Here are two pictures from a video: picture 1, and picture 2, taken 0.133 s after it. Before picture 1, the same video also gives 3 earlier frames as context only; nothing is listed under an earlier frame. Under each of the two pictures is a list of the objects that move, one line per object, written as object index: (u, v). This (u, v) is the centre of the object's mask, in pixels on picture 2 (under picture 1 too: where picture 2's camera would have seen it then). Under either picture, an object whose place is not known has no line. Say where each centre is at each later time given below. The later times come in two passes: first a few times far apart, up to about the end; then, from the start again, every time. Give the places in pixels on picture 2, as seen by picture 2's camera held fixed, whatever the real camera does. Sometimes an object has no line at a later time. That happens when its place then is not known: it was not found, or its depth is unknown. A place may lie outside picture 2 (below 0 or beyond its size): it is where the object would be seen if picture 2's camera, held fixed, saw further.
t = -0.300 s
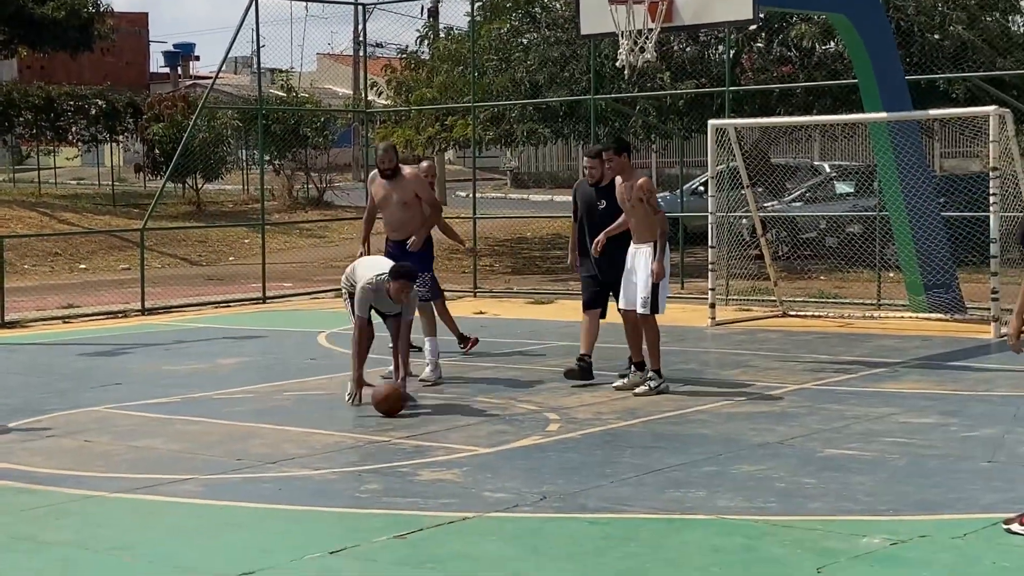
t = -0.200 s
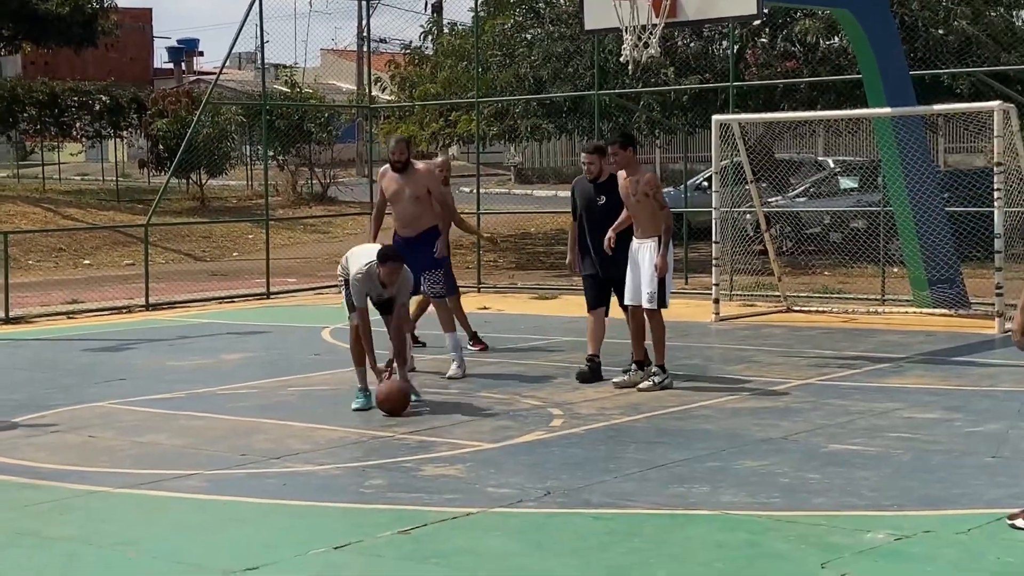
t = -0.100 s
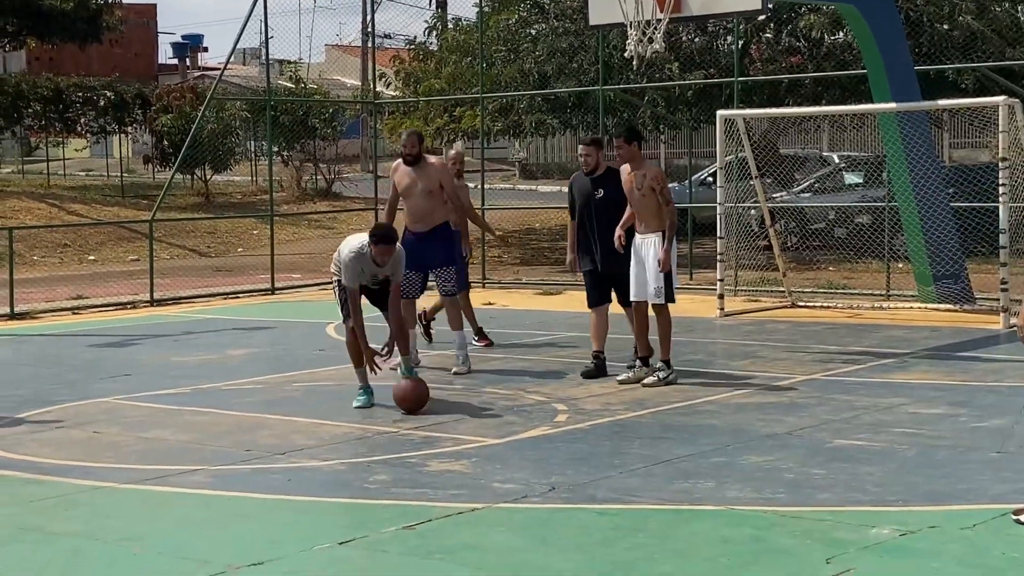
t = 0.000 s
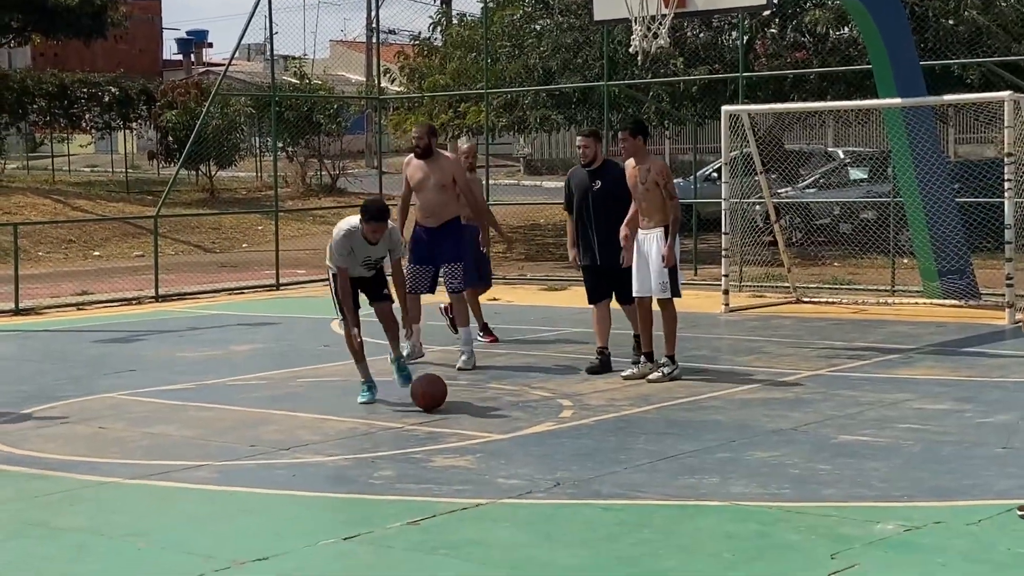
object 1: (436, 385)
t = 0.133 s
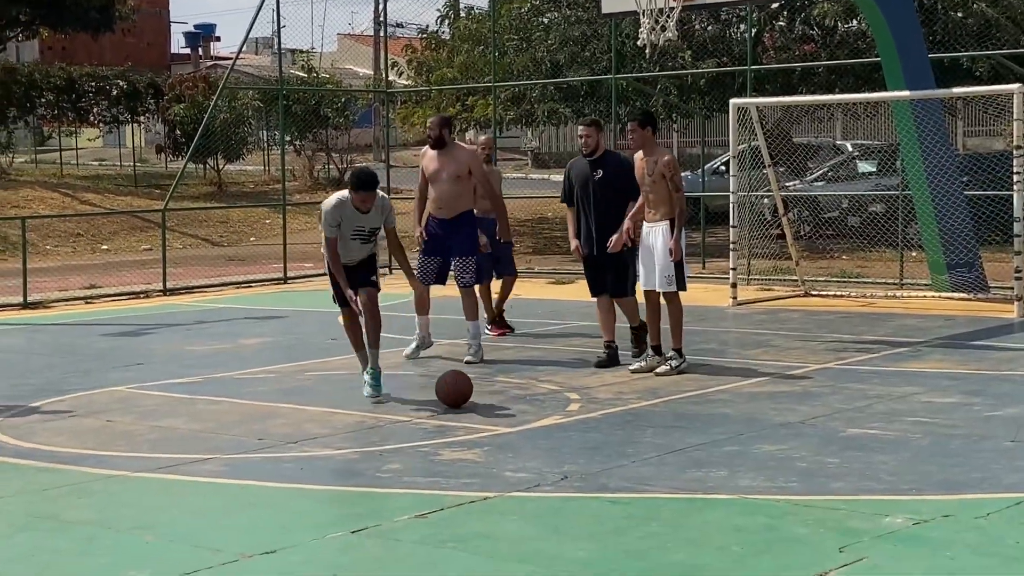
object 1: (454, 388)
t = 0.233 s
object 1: (467, 390)
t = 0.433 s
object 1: (495, 395)
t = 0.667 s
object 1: (529, 400)
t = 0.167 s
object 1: (458, 389)
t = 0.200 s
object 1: (463, 390)
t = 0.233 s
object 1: (467, 390)
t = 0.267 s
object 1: (472, 391)
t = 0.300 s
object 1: (477, 391)
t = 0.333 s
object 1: (481, 393)
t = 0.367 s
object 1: (486, 394)
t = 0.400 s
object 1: (491, 394)
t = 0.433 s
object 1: (495, 395)
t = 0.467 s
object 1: (500, 395)
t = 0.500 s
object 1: (505, 396)
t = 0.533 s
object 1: (509, 397)
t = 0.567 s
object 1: (514, 398)
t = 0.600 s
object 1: (519, 399)
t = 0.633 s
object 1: (524, 399)
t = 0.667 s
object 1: (529, 400)
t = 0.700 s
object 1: (534, 401)
